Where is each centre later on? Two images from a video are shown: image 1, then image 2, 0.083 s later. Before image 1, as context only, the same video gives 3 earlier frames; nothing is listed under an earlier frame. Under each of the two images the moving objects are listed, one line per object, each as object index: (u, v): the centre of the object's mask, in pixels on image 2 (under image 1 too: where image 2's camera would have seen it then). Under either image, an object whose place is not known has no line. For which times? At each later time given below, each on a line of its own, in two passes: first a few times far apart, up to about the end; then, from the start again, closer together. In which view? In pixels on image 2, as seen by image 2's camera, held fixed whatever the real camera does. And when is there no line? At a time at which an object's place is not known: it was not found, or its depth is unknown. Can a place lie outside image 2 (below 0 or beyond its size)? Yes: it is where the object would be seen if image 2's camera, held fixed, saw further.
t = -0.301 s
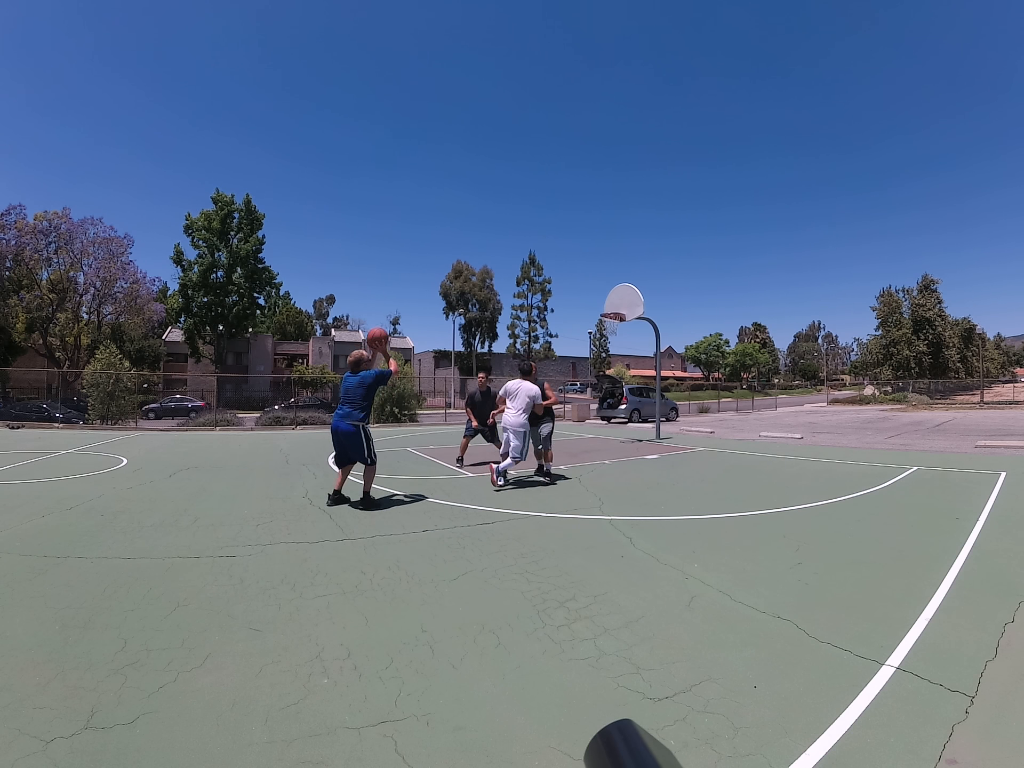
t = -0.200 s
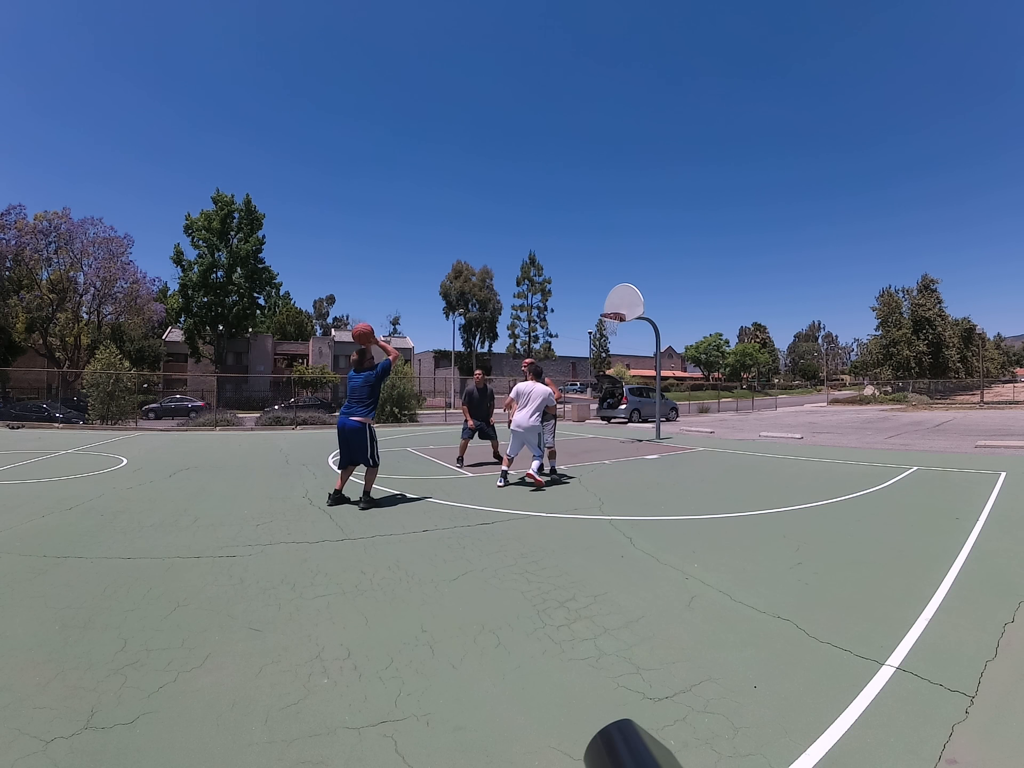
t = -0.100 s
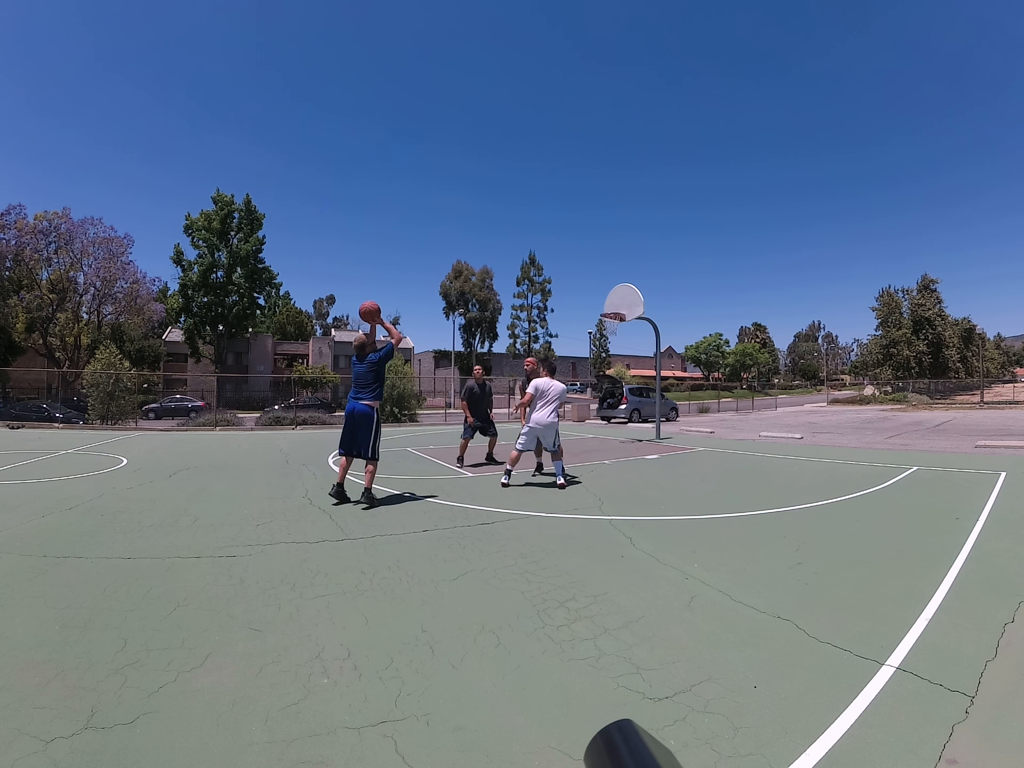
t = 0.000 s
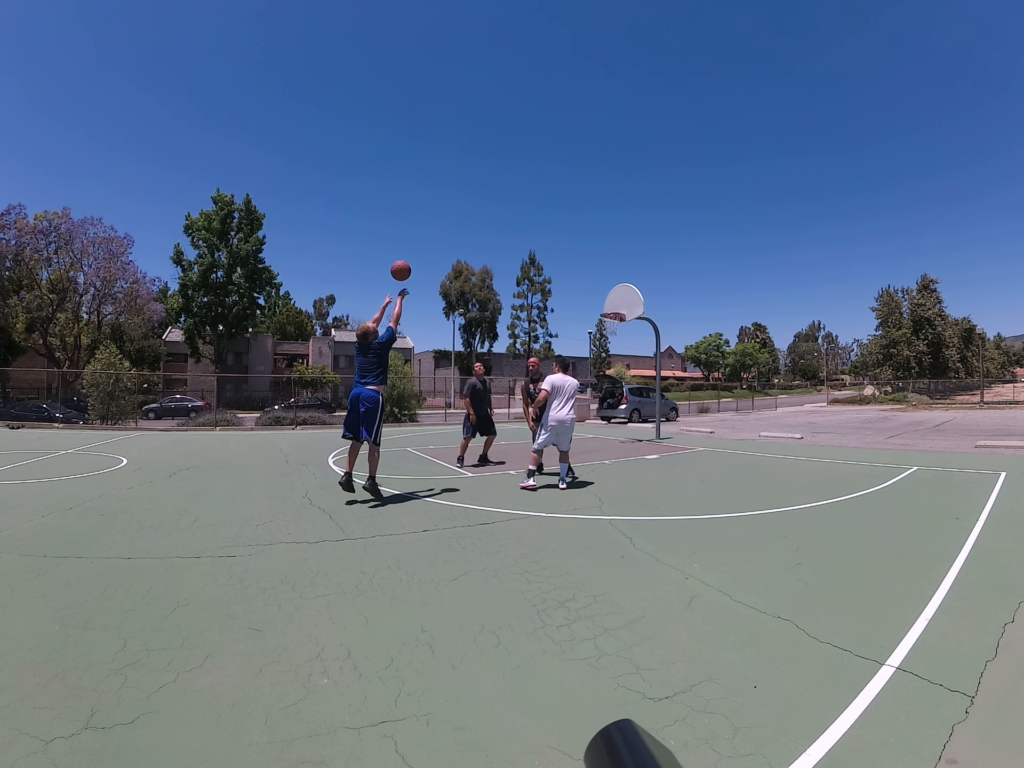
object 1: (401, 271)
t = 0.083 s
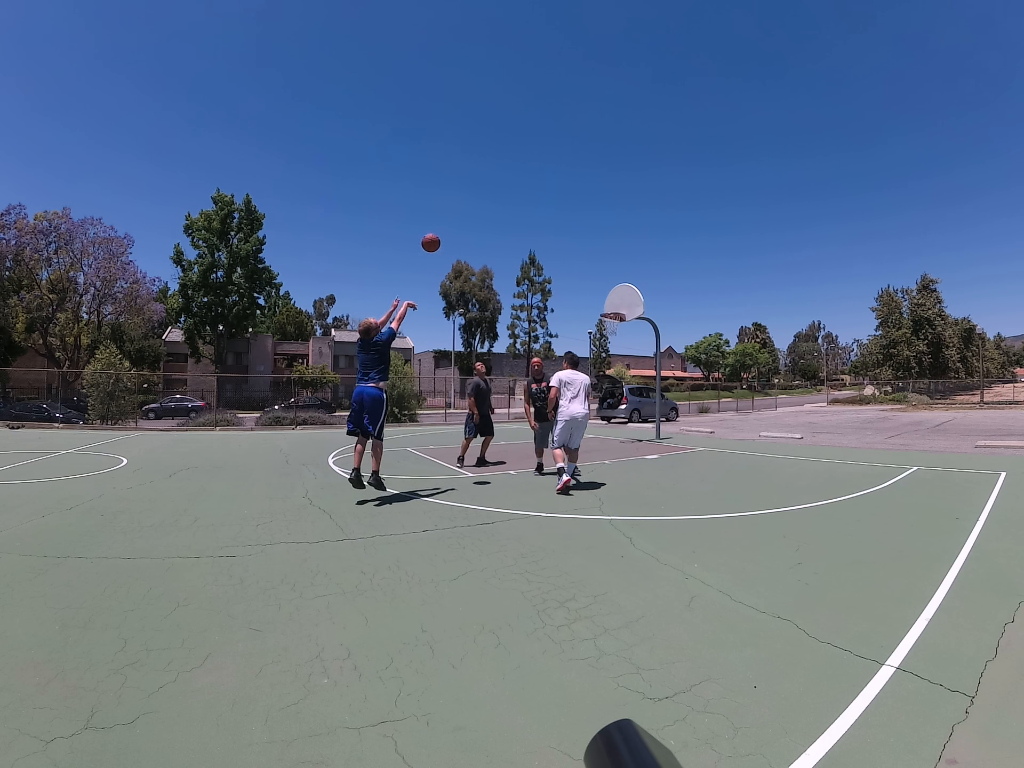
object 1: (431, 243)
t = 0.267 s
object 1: (482, 211)
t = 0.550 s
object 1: (538, 210)
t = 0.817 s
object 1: (576, 243)
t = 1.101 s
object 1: (607, 302)
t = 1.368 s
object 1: (606, 343)
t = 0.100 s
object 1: (436, 238)
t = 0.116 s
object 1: (441, 234)
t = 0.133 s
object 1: (447, 230)
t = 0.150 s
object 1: (451, 227)
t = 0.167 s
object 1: (456, 224)
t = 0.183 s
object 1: (461, 221)
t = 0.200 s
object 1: (465, 218)
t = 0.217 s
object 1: (470, 216)
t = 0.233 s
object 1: (474, 214)
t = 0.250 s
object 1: (478, 212)
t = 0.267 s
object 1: (482, 211)
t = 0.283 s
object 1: (486, 209)
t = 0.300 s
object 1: (490, 208)
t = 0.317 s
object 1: (494, 207)
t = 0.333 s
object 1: (497, 206)
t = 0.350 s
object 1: (501, 206)
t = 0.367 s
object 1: (505, 205)
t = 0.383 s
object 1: (508, 205)
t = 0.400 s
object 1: (511, 205)
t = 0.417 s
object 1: (514, 205)
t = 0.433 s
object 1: (518, 205)
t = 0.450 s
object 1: (521, 206)
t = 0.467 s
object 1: (524, 206)
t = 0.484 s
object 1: (527, 207)
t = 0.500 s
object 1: (530, 207)
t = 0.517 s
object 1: (532, 208)
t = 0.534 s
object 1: (535, 209)
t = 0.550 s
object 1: (538, 210)
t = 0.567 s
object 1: (541, 212)
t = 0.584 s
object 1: (543, 213)
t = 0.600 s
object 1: (546, 214)
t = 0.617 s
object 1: (548, 216)
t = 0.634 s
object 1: (551, 218)
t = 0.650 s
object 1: (553, 219)
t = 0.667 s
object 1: (556, 221)
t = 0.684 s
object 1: (558, 223)
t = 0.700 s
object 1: (560, 226)
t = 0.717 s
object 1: (563, 228)
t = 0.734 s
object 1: (565, 230)
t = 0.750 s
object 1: (567, 232)
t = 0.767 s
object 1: (569, 235)
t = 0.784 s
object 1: (571, 238)
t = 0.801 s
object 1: (574, 240)
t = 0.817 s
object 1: (576, 243)
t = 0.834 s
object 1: (578, 246)
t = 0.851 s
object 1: (580, 249)
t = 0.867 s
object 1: (582, 252)
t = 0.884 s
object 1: (584, 255)
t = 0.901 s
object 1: (586, 258)
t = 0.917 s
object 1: (588, 262)
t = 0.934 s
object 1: (589, 265)
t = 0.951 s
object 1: (591, 268)
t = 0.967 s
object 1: (593, 272)
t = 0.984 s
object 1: (595, 275)
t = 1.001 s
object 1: (597, 279)
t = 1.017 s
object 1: (598, 283)
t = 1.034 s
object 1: (600, 287)
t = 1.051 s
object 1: (602, 290)
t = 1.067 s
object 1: (604, 294)
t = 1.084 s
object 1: (605, 298)
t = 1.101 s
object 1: (607, 302)
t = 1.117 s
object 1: (608, 306)
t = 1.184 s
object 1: (611, 320)
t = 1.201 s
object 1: (611, 323)
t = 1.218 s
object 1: (611, 327)
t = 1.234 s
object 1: (610, 329)
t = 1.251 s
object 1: (610, 331)
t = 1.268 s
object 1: (610, 332)
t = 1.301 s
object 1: (608, 335)
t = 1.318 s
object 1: (608, 337)
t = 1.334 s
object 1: (608, 339)
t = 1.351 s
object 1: (607, 341)
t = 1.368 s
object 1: (606, 343)
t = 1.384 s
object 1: (606, 345)
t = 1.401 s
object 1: (606, 347)
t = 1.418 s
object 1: (605, 350)
